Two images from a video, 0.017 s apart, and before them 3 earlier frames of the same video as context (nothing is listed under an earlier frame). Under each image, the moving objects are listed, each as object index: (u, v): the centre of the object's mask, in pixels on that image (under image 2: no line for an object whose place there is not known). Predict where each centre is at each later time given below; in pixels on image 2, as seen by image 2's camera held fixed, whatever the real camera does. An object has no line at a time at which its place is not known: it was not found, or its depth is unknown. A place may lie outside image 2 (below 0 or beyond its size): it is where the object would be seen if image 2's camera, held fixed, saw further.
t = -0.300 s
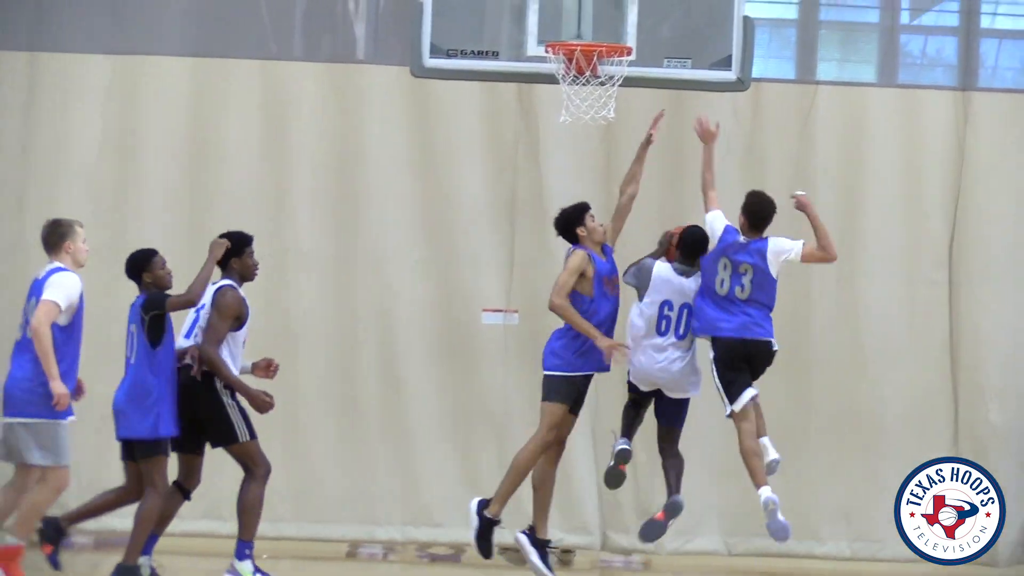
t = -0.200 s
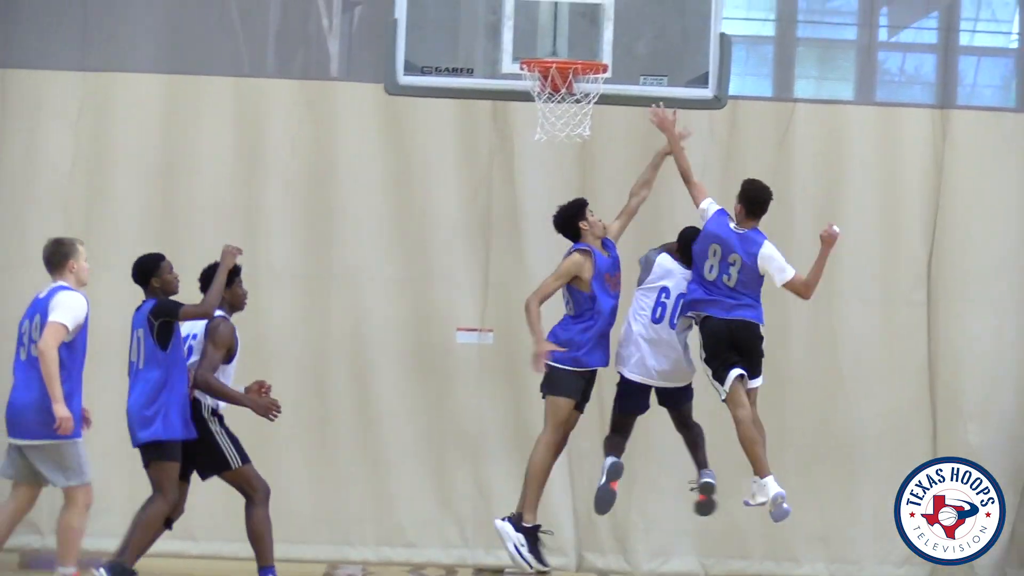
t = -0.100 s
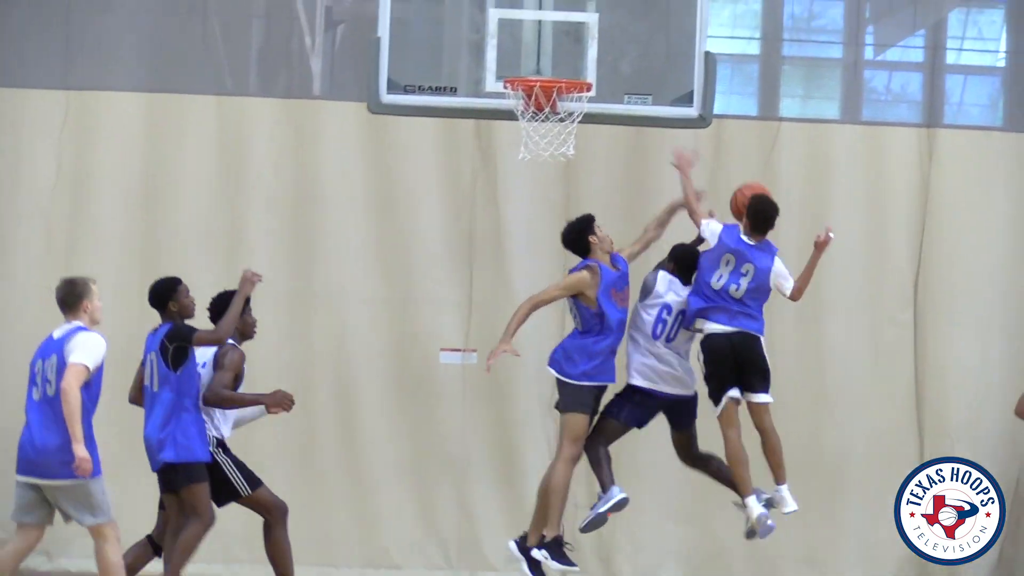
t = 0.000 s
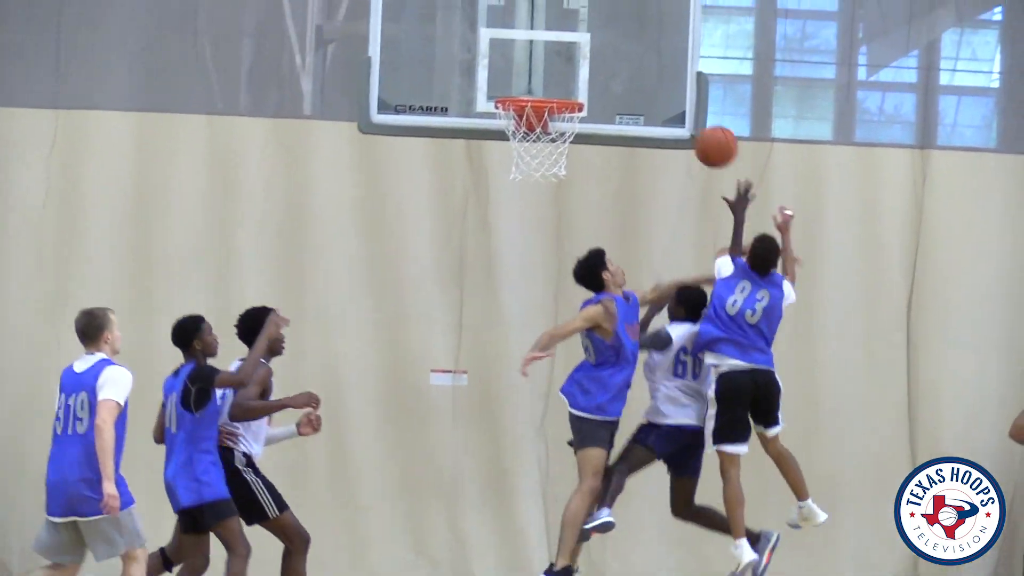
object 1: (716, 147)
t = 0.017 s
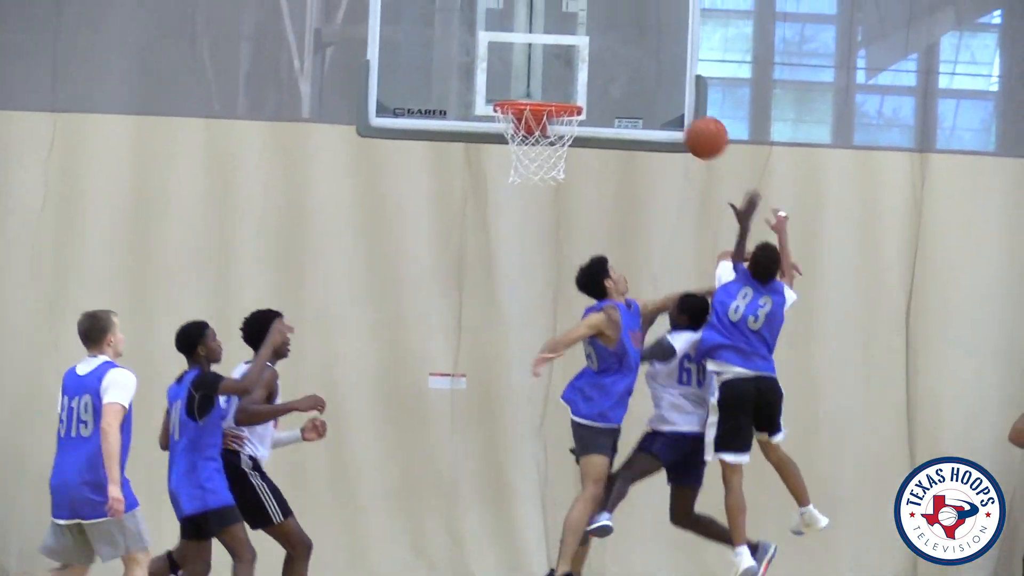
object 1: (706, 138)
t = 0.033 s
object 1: (697, 125)
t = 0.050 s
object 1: (689, 114)
